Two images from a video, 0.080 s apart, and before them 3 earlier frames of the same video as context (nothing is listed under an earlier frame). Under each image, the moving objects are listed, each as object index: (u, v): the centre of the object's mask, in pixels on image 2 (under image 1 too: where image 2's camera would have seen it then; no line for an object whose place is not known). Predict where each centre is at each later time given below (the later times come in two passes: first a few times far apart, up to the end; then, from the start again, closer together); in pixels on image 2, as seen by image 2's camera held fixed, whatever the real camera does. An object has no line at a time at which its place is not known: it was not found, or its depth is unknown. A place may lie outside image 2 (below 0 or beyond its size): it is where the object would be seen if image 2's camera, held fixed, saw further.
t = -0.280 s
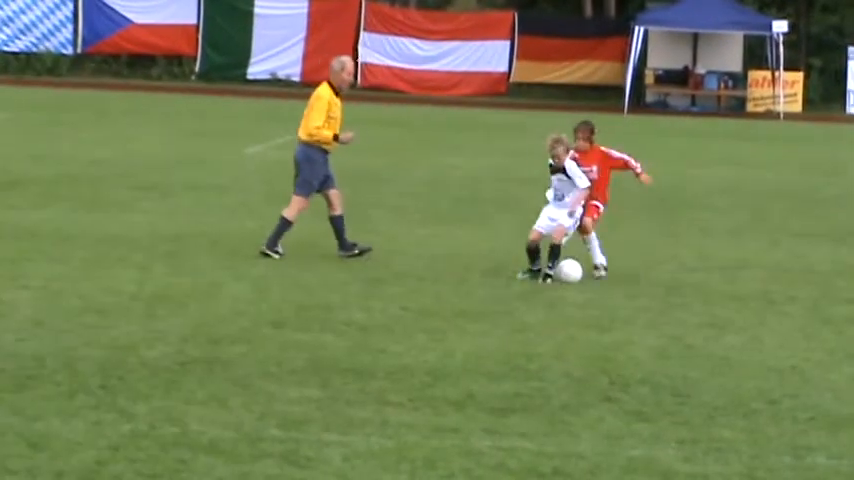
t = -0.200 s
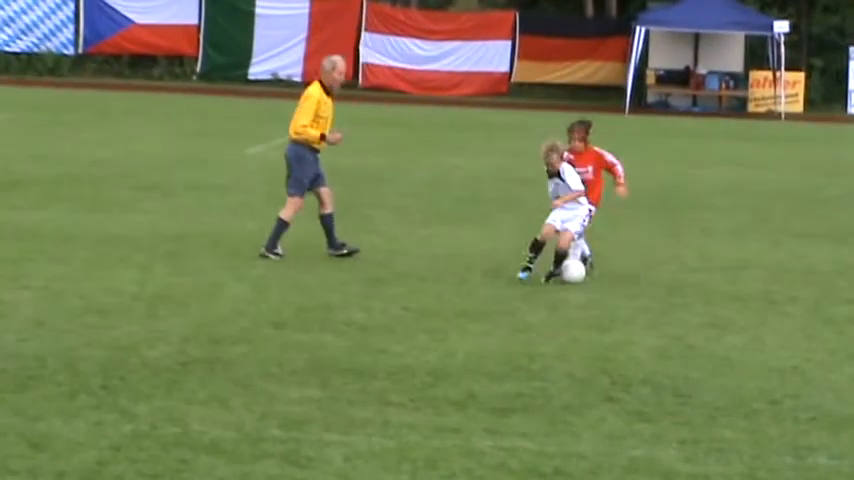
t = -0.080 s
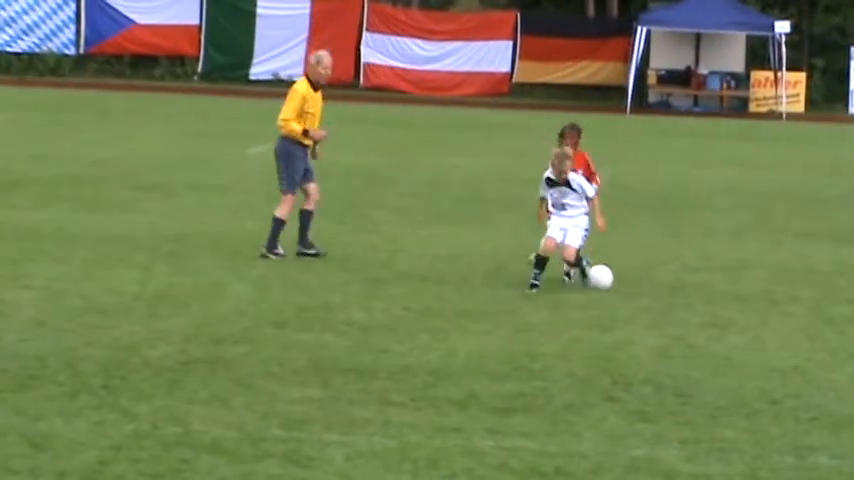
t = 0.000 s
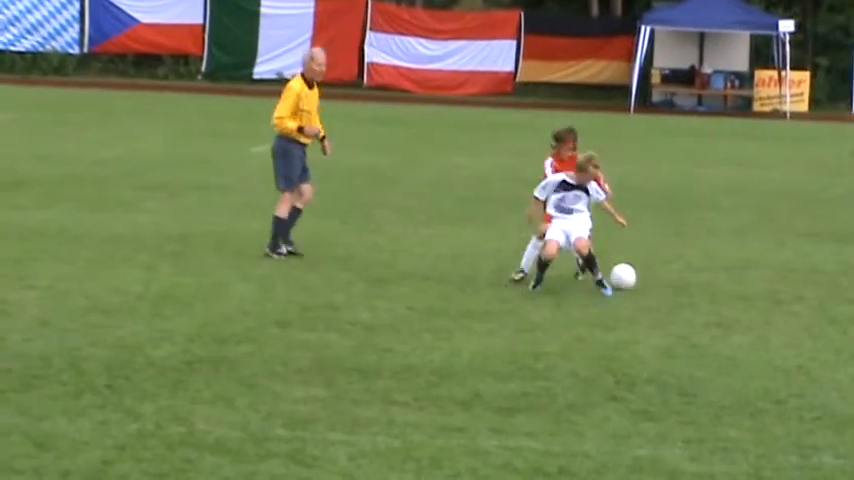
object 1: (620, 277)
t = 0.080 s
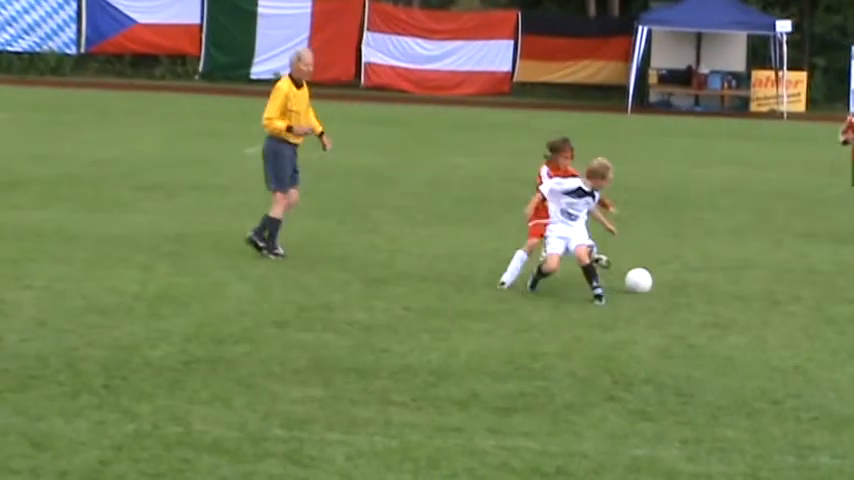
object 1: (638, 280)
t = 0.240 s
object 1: (671, 282)
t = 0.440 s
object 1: (710, 291)
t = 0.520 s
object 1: (726, 295)
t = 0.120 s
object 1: (647, 282)
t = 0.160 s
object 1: (655, 281)
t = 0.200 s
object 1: (663, 281)
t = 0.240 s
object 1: (671, 282)
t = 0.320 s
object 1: (687, 289)
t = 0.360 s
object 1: (695, 289)
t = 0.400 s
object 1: (703, 289)
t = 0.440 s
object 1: (710, 291)
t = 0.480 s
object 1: (717, 294)
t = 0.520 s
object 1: (726, 295)
